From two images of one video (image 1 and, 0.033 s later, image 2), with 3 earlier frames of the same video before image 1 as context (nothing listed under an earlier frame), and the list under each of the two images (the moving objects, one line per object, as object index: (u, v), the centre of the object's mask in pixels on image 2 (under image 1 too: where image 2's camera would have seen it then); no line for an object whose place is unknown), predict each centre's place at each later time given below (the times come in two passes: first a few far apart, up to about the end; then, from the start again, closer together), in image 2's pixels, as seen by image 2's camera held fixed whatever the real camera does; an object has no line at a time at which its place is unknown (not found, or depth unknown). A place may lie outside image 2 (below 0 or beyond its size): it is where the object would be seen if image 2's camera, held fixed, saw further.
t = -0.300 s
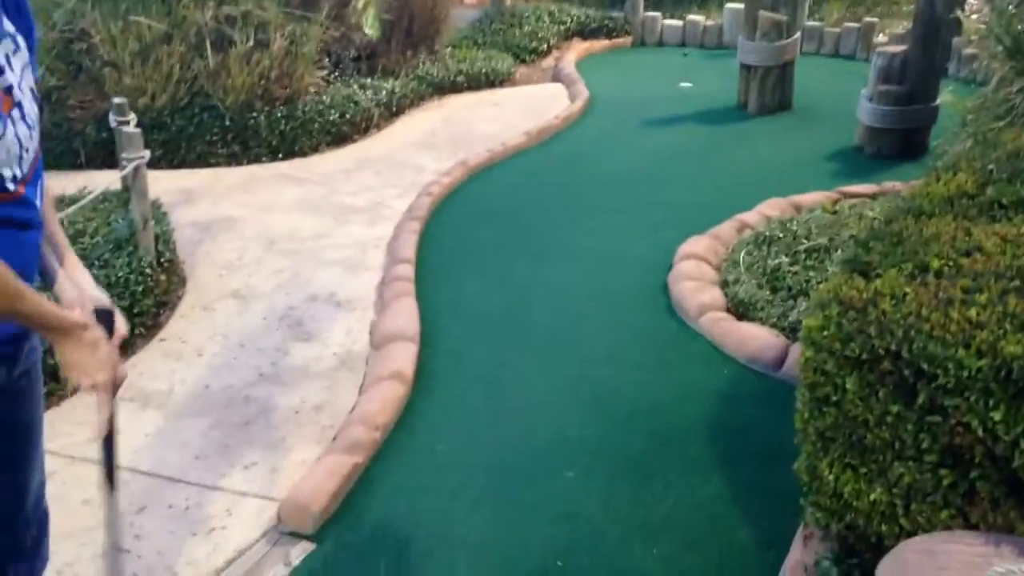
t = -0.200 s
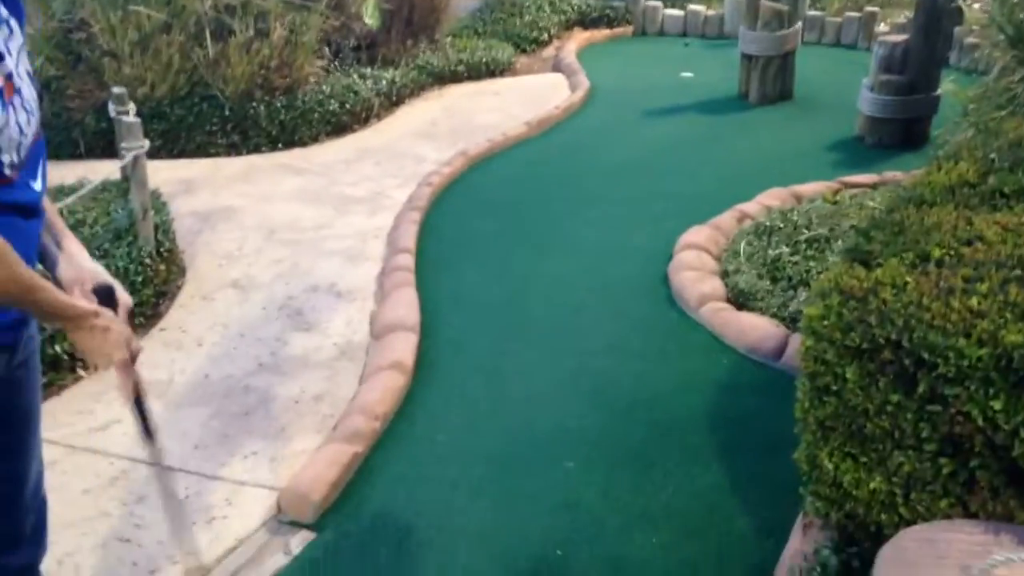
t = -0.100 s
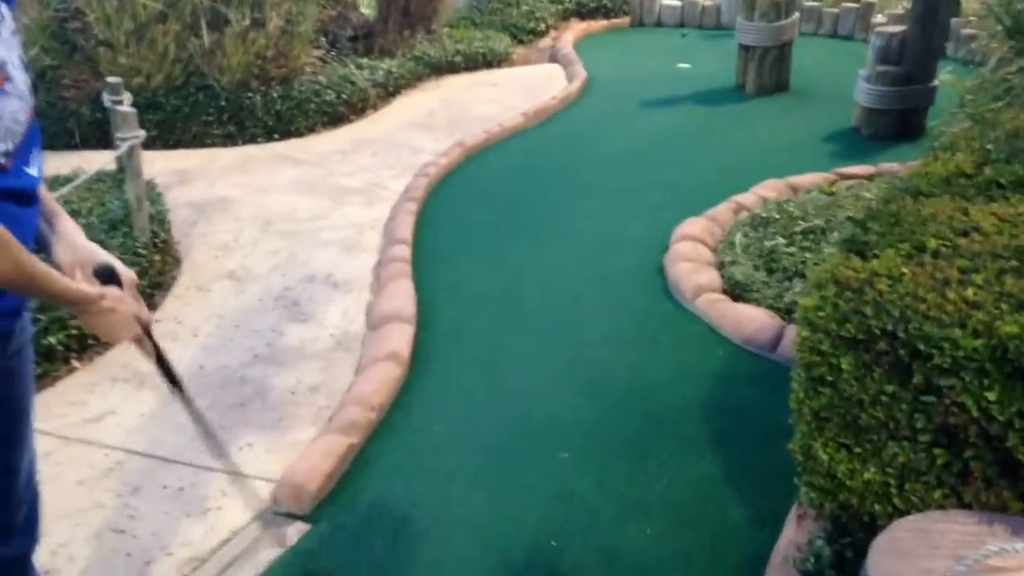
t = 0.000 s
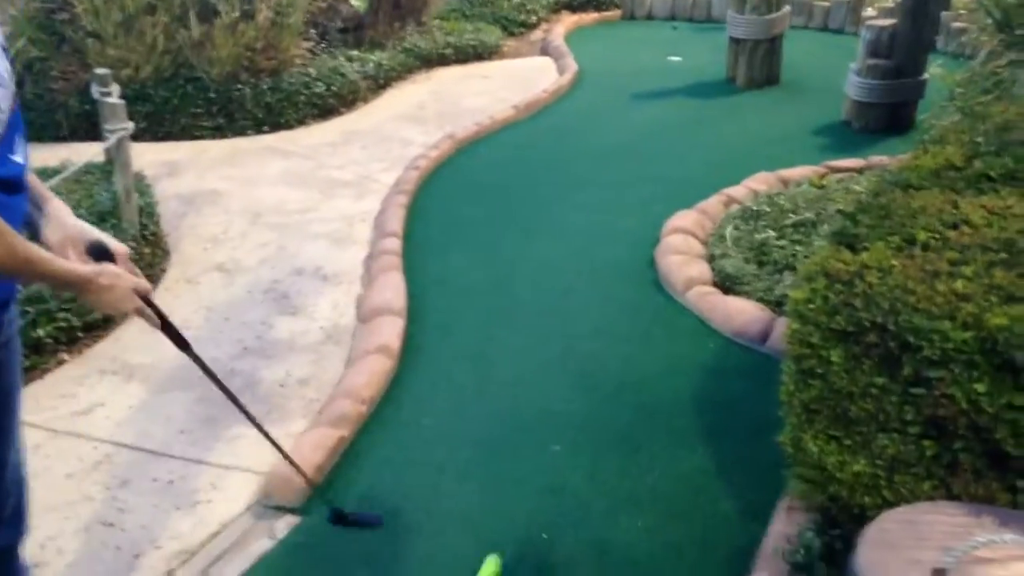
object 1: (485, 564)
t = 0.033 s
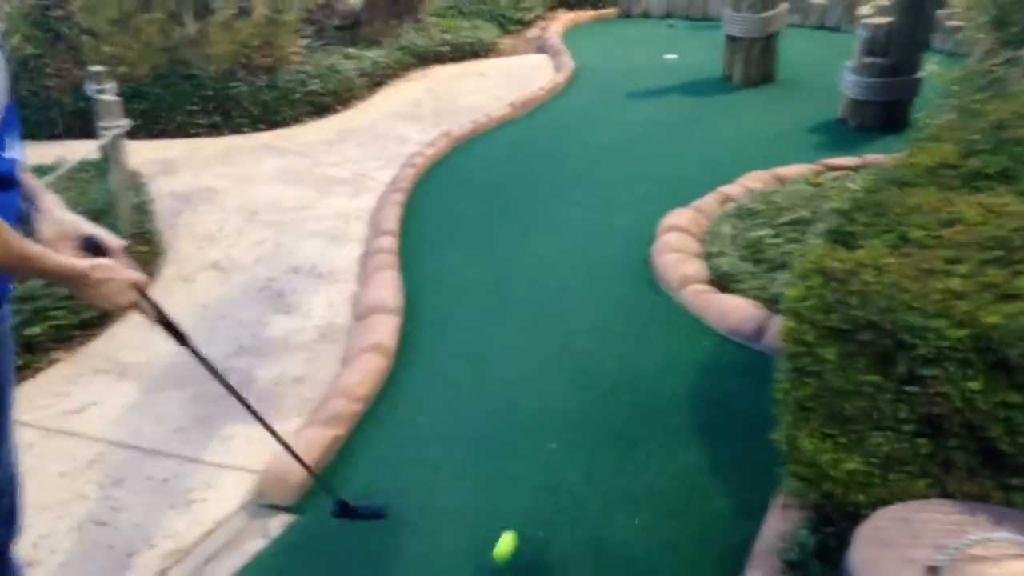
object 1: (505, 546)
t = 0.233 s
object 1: (618, 454)
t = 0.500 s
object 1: (727, 367)
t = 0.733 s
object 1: (720, 283)
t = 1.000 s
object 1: (634, 305)
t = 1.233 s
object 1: (598, 279)
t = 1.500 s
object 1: (558, 255)
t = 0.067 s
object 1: (526, 526)
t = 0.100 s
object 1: (547, 512)
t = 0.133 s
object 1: (566, 500)
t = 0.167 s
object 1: (584, 483)
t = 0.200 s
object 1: (601, 467)
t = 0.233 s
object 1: (618, 454)
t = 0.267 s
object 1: (634, 444)
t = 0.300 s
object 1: (649, 430)
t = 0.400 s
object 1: (691, 397)
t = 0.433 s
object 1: (704, 386)
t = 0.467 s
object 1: (716, 377)
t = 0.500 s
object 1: (727, 367)
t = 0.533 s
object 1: (738, 357)
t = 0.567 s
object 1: (748, 347)
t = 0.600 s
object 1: (756, 338)
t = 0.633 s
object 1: (748, 319)
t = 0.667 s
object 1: (740, 305)
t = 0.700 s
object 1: (730, 292)
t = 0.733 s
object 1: (720, 283)
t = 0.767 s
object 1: (709, 277)
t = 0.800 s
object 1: (699, 272)
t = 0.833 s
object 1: (688, 271)
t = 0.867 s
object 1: (677, 273)
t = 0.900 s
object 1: (666, 279)
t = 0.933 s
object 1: (655, 288)
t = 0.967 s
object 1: (643, 299)
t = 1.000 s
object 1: (634, 305)
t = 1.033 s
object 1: (629, 294)
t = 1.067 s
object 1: (624, 285)
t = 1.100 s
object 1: (619, 279)
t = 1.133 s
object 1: (614, 276)
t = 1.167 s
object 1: (608, 276)
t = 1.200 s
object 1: (603, 279)
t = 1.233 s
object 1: (598, 279)
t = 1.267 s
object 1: (593, 273)
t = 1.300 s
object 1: (587, 269)
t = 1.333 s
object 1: (582, 268)
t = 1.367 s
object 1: (576, 267)
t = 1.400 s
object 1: (571, 263)
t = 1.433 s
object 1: (567, 260)
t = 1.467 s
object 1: (562, 259)
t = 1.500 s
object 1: (558, 255)
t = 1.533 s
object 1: (553, 253)
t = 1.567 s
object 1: (549, 251)
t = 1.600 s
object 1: (545, 248)
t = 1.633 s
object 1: (541, 246)
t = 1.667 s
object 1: (537, 243)
